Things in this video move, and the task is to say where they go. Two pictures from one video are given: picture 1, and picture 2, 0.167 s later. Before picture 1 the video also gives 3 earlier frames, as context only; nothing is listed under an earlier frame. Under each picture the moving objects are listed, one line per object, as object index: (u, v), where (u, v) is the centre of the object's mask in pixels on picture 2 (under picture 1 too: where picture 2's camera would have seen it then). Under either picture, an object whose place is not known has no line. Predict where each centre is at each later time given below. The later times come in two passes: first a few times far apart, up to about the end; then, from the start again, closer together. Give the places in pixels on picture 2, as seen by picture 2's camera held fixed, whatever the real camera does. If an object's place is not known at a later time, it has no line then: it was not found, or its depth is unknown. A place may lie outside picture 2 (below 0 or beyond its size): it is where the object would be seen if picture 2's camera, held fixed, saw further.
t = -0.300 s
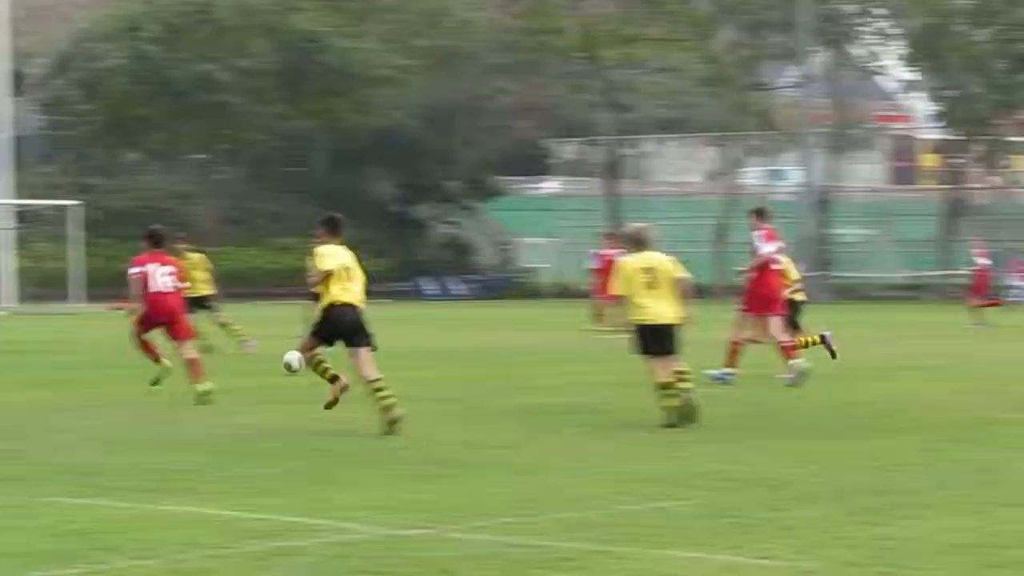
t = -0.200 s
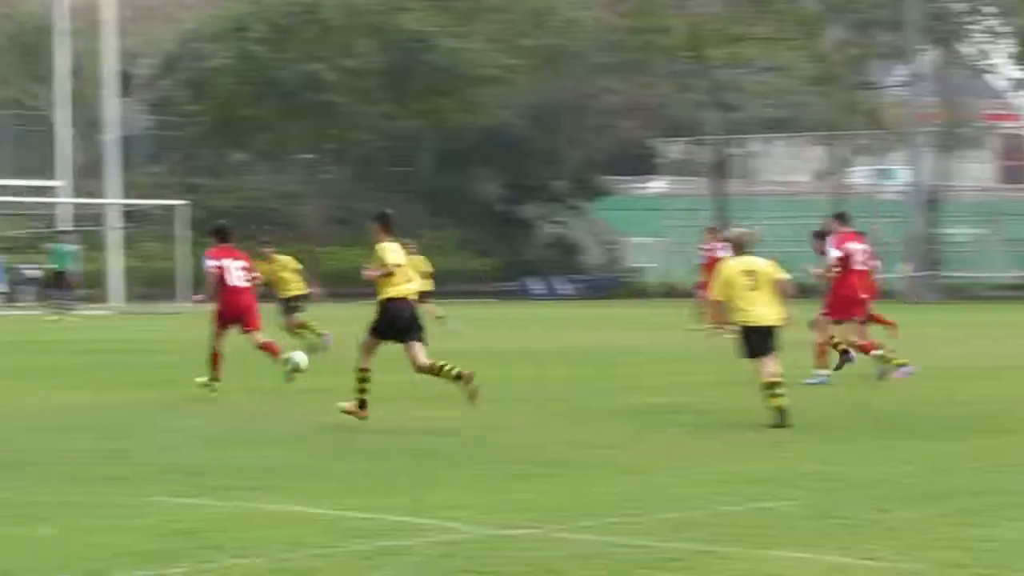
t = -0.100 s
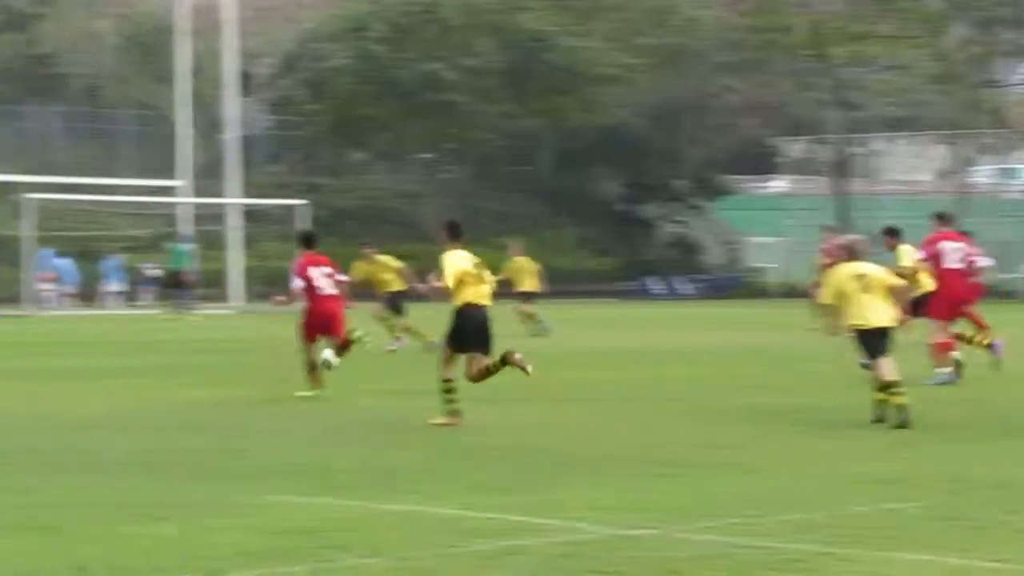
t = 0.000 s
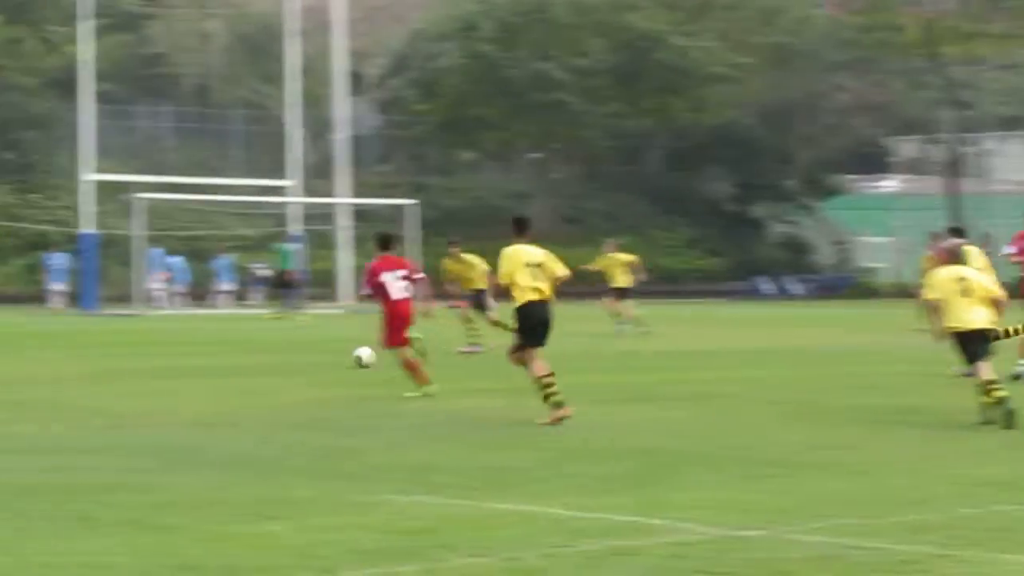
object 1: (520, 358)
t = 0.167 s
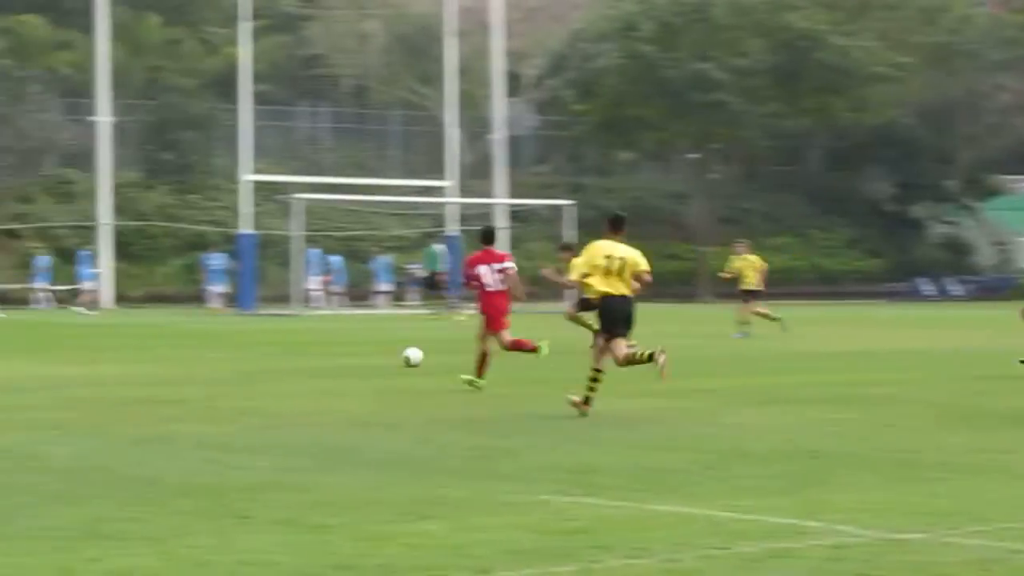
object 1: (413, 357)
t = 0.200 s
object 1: (393, 356)
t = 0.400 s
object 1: (284, 354)
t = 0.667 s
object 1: (154, 351)
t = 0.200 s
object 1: (393, 356)
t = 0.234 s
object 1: (373, 357)
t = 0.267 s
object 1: (356, 355)
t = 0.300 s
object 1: (337, 352)
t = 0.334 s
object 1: (320, 353)
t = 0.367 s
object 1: (301, 353)
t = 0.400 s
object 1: (284, 354)
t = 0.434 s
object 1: (267, 351)
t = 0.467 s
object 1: (249, 349)
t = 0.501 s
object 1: (233, 348)
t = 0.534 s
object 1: (216, 348)
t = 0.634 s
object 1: (168, 351)
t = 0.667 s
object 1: (154, 351)
